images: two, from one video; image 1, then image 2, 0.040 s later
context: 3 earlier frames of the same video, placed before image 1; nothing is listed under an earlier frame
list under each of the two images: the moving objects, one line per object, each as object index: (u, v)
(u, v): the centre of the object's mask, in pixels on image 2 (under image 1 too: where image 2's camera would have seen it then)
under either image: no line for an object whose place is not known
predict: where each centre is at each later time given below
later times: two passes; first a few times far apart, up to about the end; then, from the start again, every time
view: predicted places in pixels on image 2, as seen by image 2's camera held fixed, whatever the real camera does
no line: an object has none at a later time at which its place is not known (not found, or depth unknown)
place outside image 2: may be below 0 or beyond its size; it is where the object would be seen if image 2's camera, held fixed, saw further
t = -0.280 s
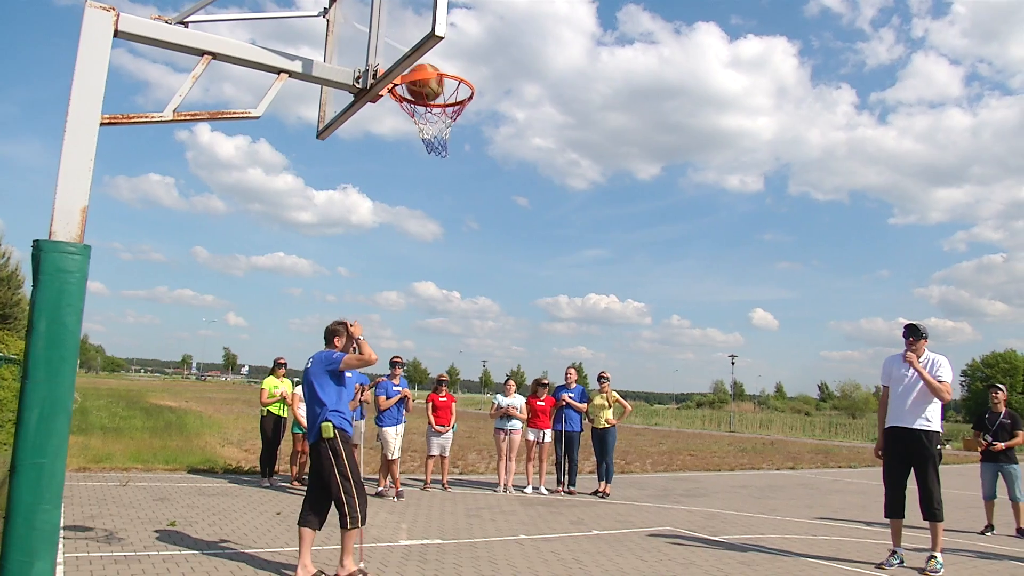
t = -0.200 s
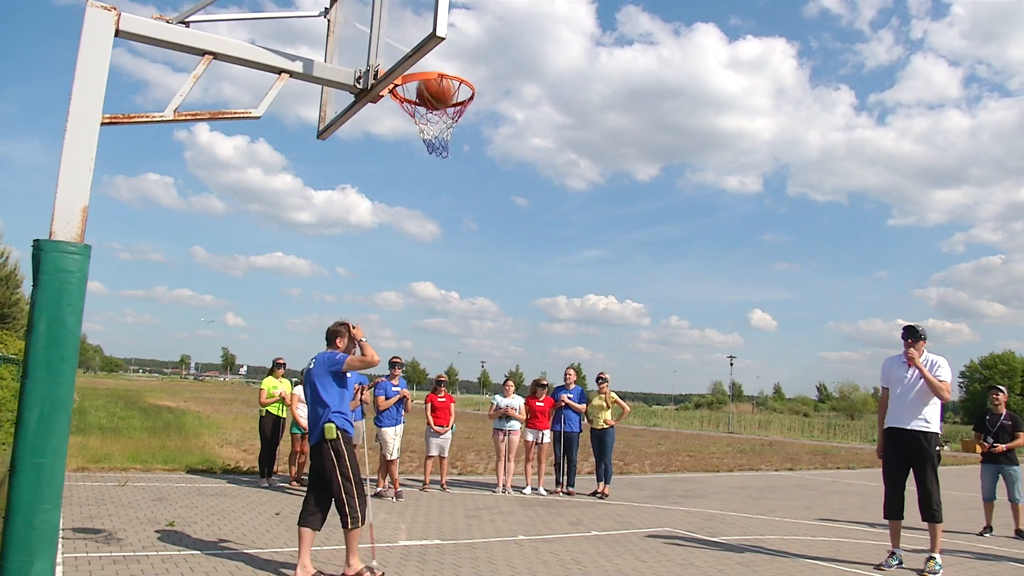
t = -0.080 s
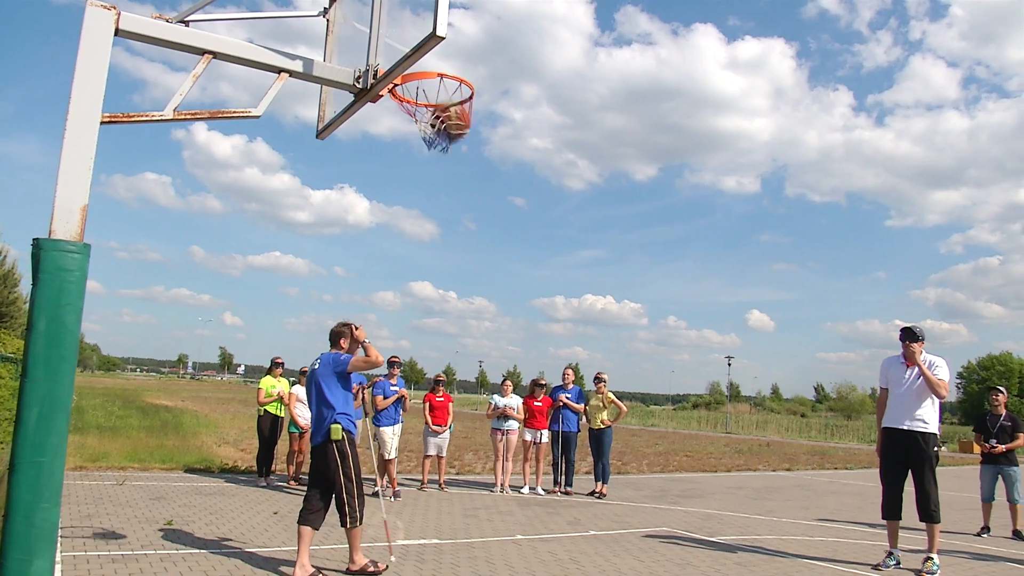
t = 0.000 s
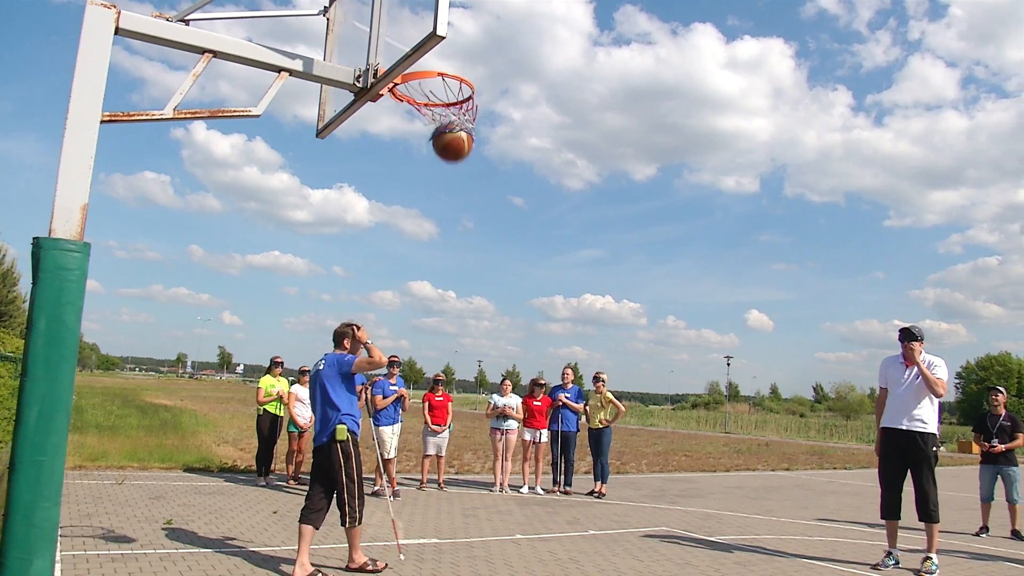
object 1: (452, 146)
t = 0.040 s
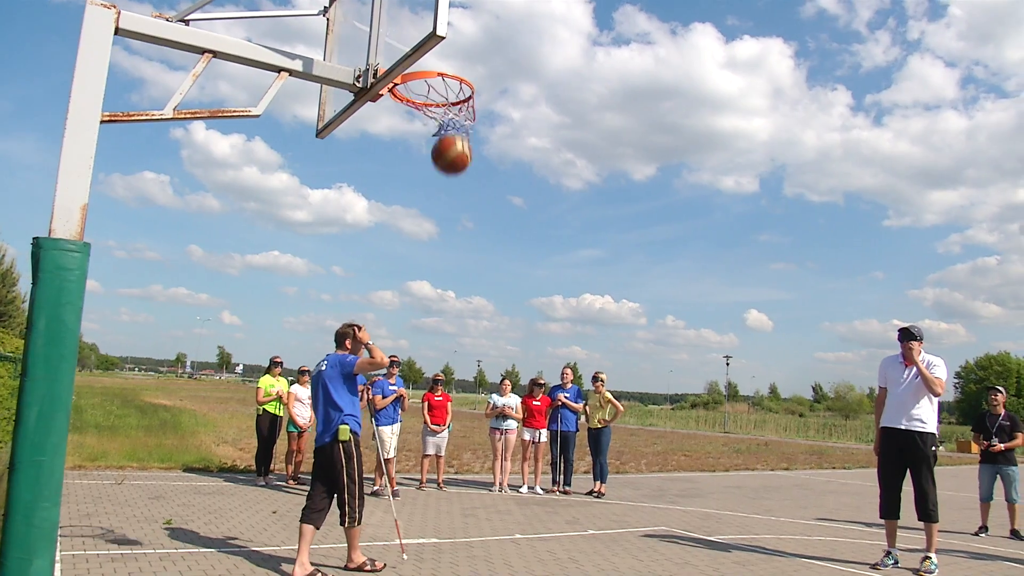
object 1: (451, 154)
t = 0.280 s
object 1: (448, 294)
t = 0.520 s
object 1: (434, 566)
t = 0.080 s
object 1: (451, 170)
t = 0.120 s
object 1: (451, 188)
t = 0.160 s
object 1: (450, 209)
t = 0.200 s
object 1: (449, 234)
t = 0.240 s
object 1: (448, 263)
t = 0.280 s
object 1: (448, 294)
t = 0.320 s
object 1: (446, 330)
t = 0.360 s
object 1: (443, 369)
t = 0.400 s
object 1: (442, 412)
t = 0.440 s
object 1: (438, 456)
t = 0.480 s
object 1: (437, 509)
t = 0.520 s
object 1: (434, 566)
